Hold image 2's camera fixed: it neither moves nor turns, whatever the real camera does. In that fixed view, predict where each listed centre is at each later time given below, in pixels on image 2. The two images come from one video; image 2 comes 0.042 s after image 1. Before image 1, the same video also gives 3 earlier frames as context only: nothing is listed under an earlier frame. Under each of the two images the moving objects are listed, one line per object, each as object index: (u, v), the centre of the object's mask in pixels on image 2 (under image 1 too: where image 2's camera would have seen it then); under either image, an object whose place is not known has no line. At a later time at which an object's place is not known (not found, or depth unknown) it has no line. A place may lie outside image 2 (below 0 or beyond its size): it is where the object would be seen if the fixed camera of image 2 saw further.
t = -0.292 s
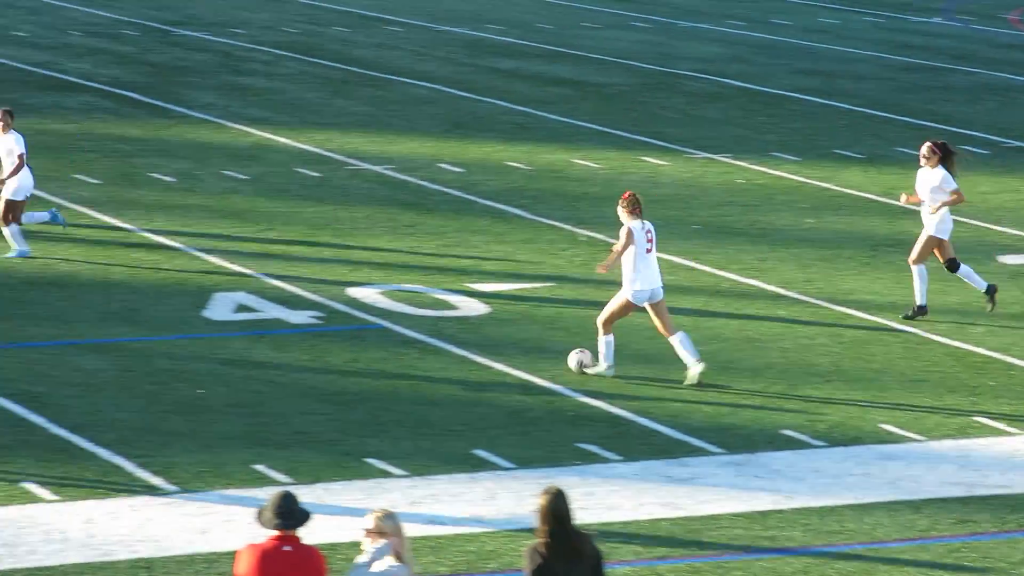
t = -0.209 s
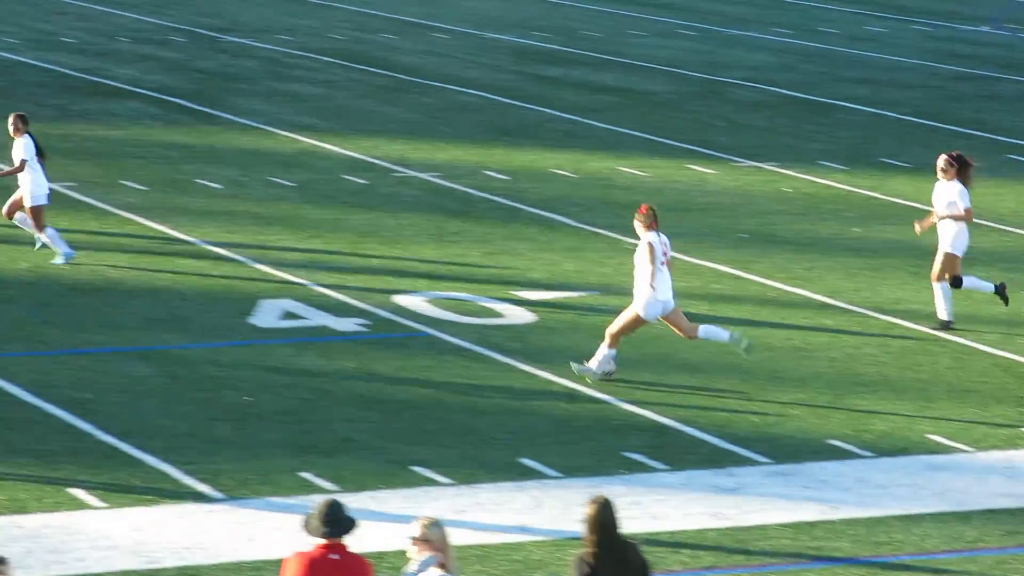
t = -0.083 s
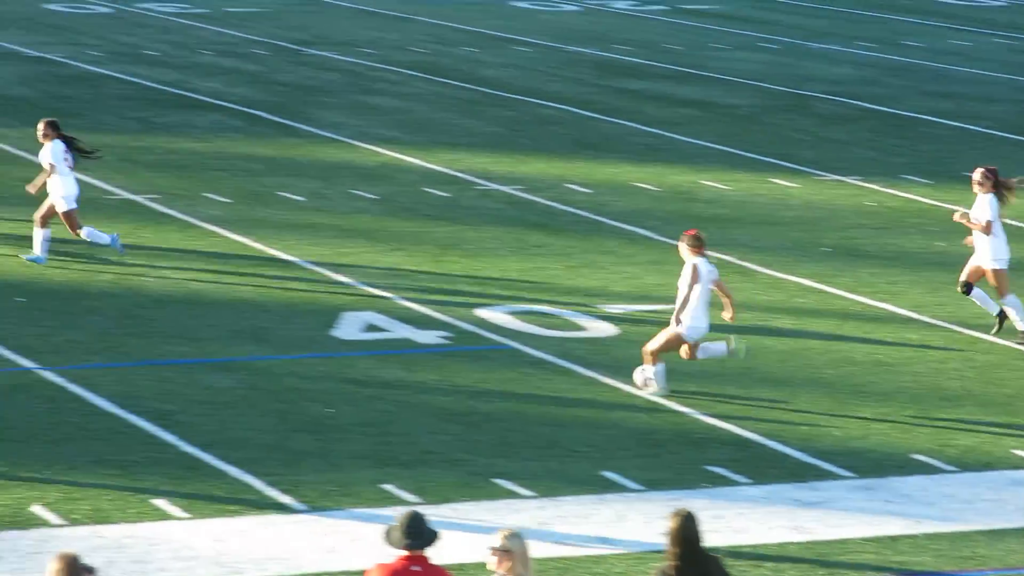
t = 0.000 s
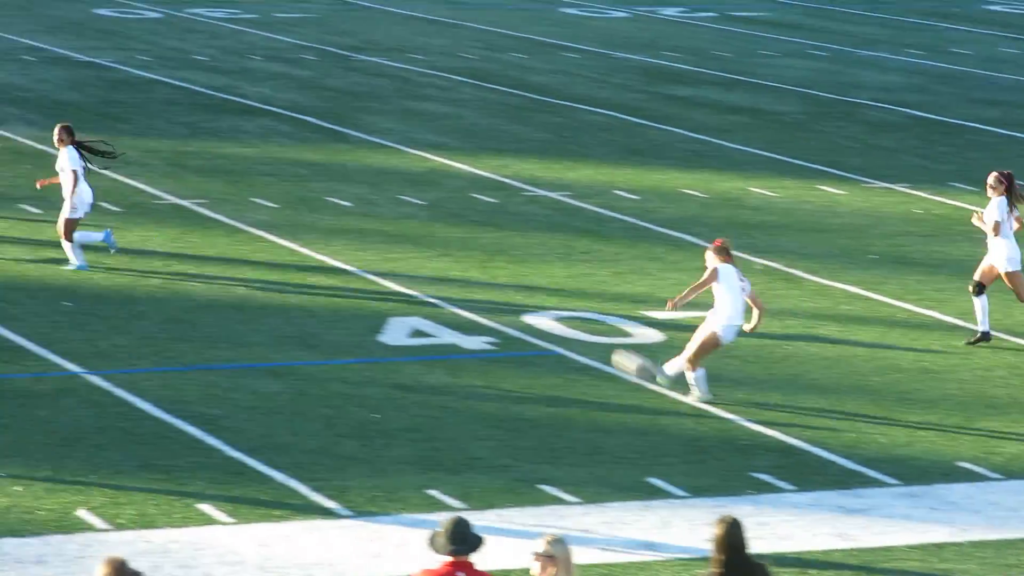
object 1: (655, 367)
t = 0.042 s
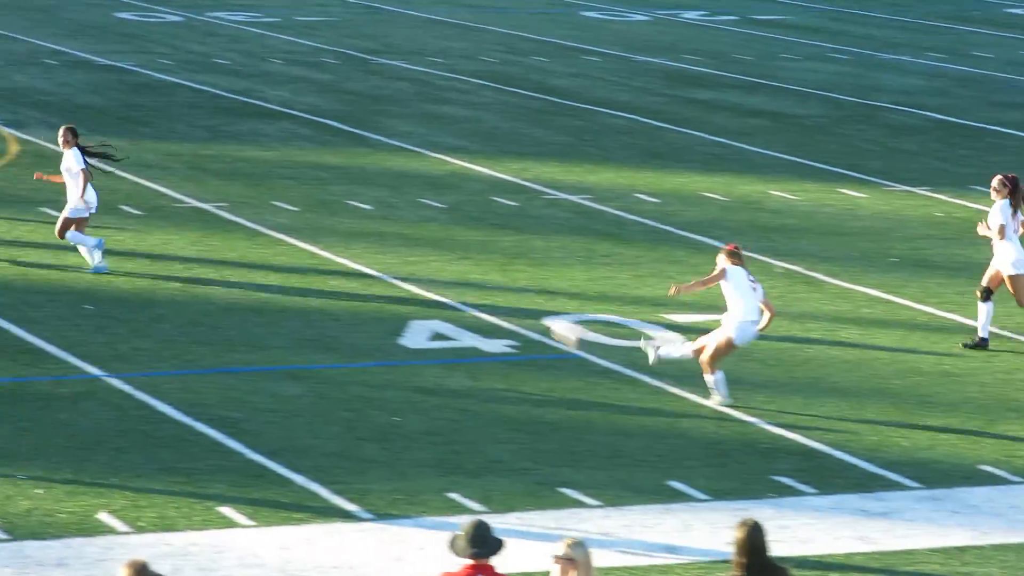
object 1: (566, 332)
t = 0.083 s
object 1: (489, 302)
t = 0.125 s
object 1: (410, 272)
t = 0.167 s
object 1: (332, 244)
